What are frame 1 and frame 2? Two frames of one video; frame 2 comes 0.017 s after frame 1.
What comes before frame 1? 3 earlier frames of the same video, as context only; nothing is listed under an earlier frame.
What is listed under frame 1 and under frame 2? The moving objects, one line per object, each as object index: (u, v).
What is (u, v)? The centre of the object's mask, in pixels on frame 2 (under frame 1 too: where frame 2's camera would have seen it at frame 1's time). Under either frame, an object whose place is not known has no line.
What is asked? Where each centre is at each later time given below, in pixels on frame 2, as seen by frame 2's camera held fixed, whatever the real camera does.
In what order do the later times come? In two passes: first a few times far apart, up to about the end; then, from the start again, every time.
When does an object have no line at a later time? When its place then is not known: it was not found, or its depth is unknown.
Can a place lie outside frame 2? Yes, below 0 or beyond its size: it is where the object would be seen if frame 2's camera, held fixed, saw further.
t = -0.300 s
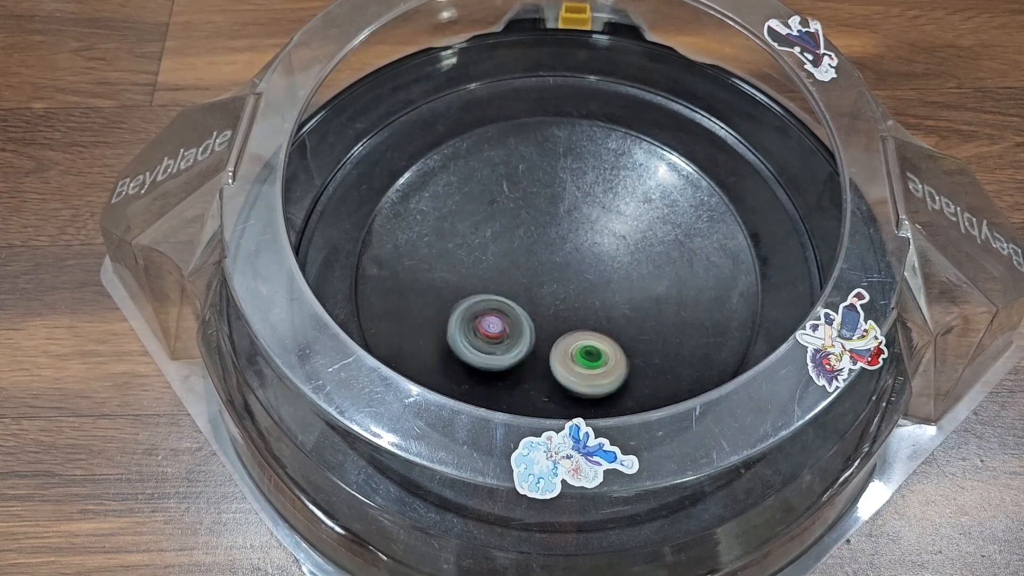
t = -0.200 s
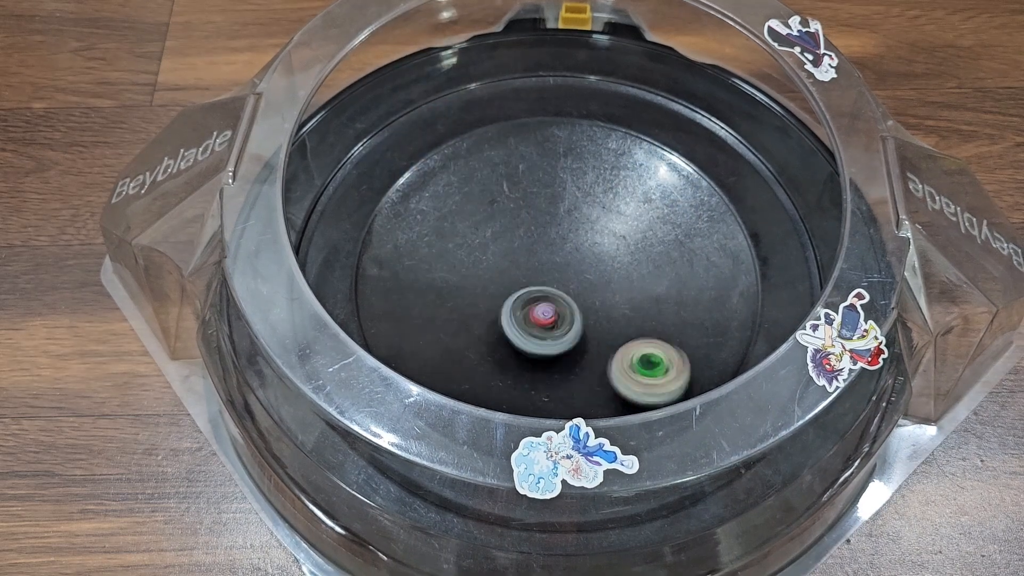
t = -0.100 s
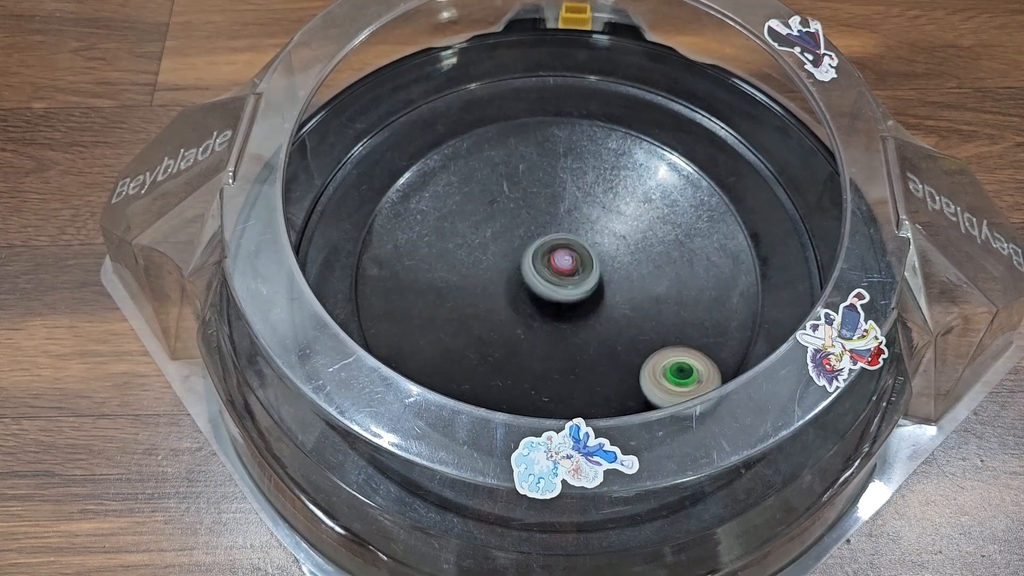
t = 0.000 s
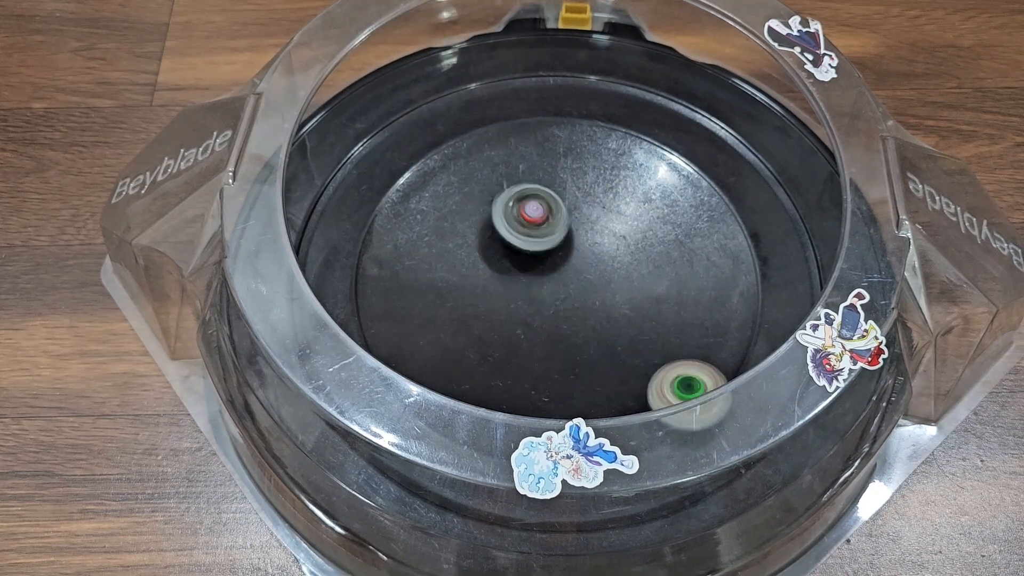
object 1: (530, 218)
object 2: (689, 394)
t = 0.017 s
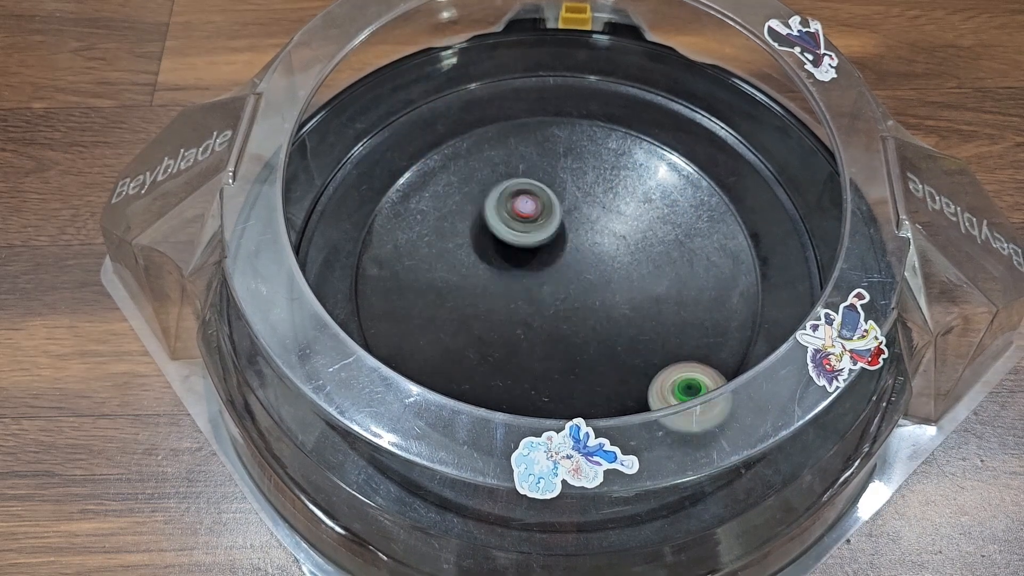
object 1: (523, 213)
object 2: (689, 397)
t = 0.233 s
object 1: (434, 242)
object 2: (627, 380)
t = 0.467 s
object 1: (542, 273)
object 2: (649, 308)
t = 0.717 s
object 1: (492, 210)
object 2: (664, 245)
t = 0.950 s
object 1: (576, 276)
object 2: (665, 221)
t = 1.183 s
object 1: (593, 265)
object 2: (692, 174)
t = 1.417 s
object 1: (564, 282)
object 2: (606, 218)
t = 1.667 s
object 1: (581, 301)
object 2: (511, 215)
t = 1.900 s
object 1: (552, 279)
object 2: (453, 180)
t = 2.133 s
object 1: (536, 303)
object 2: (482, 194)
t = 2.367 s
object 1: (601, 305)
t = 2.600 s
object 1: (640, 240)
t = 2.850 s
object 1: (706, 194)
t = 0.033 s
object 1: (514, 207)
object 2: (690, 400)
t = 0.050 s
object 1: (504, 204)
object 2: (690, 401)
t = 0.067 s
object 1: (494, 201)
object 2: (689, 410)
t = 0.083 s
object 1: (484, 198)
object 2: (683, 410)
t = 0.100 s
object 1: (474, 197)
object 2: (677, 412)
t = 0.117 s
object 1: (464, 197)
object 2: (669, 407)
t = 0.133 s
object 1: (455, 199)
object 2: (662, 409)
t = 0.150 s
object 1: (447, 203)
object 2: (656, 405)
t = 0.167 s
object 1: (441, 208)
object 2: (649, 400)
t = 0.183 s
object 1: (435, 215)
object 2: (641, 390)
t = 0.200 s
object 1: (432, 223)
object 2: (637, 387)
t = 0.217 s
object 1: (432, 232)
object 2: (632, 384)
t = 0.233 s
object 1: (434, 242)
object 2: (627, 380)
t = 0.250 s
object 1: (438, 251)
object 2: (623, 373)
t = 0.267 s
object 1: (444, 261)
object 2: (619, 367)
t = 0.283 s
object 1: (452, 270)
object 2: (615, 361)
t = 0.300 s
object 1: (463, 278)
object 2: (612, 354)
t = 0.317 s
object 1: (475, 285)
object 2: (608, 348)
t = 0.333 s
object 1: (488, 291)
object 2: (605, 341)
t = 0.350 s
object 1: (501, 297)
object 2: (602, 334)
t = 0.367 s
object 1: (514, 300)
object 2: (600, 327)
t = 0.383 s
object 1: (527, 300)
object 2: (601, 322)
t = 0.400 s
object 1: (528, 295)
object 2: (613, 320)
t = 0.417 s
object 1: (530, 291)
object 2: (626, 319)
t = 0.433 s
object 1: (533, 286)
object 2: (637, 316)
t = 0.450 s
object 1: (538, 280)
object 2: (644, 312)
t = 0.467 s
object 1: (542, 273)
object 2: (649, 308)
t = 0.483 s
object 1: (546, 266)
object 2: (652, 304)
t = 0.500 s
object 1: (547, 257)
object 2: (653, 299)
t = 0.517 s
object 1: (548, 250)
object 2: (652, 294)
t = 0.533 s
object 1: (548, 241)
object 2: (653, 289)
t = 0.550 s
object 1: (546, 234)
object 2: (653, 284)
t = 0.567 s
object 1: (543, 226)
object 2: (654, 279)
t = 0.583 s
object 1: (540, 220)
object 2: (655, 274)
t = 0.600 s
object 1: (534, 215)
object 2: (656, 270)
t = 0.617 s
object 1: (529, 210)
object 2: (658, 266)
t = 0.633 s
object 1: (522, 206)
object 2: (659, 262)
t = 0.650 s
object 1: (515, 204)
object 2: (660, 257)
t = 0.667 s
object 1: (507, 204)
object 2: (661, 254)
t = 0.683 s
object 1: (501, 204)
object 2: (662, 251)
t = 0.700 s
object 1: (496, 207)
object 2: (663, 247)
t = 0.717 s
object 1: (492, 210)
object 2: (664, 245)
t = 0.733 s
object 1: (489, 214)
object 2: (666, 242)
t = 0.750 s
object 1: (488, 220)
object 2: (667, 238)
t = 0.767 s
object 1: (488, 226)
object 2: (669, 236)
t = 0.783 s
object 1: (489, 234)
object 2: (670, 234)
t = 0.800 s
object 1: (492, 241)
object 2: (671, 231)
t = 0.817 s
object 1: (496, 250)
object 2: (672, 229)
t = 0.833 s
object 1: (504, 258)
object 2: (673, 227)
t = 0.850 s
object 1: (512, 265)
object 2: (673, 225)
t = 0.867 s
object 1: (522, 271)
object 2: (672, 223)
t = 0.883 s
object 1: (533, 275)
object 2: (672, 222)
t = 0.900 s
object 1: (544, 278)
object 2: (670, 221)
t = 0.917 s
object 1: (555, 278)
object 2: (668, 221)
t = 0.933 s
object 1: (566, 278)
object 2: (666, 220)
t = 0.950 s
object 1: (576, 276)
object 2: (665, 221)
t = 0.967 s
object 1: (586, 273)
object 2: (662, 221)
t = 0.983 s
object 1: (596, 268)
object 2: (659, 222)
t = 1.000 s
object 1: (600, 265)
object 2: (660, 221)
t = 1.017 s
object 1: (598, 268)
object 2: (671, 209)
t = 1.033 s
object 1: (596, 270)
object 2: (680, 200)
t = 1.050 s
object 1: (595, 271)
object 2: (687, 191)
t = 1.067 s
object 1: (593, 272)
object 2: (692, 183)
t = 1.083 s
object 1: (594, 272)
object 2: (695, 179)
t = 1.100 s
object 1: (593, 271)
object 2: (697, 174)
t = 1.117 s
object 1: (594, 270)
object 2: (698, 172)
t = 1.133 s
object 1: (594, 268)
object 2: (698, 171)
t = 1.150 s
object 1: (594, 267)
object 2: (697, 171)
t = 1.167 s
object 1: (594, 266)
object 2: (695, 172)
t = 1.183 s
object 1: (593, 265)
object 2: (692, 174)
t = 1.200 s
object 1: (592, 265)
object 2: (689, 176)
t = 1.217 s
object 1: (591, 264)
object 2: (685, 179)
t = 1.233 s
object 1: (589, 263)
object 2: (681, 182)
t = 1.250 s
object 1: (587, 263)
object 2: (676, 185)
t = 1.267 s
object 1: (585, 264)
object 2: (670, 190)
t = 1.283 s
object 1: (583, 264)
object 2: (663, 193)
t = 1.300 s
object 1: (580, 266)
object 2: (658, 197)
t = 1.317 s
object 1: (577, 267)
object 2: (649, 201)
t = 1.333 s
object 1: (574, 268)
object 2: (643, 204)
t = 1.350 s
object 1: (571, 270)
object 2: (636, 207)
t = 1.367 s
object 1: (569, 272)
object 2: (628, 210)
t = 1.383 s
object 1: (567, 275)
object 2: (622, 213)
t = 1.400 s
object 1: (565, 278)
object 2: (614, 215)
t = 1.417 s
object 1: (564, 282)
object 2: (606, 218)
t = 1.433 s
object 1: (563, 285)
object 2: (600, 220)
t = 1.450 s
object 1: (563, 289)
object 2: (592, 222)
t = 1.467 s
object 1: (564, 292)
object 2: (586, 223)
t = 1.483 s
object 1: (565, 295)
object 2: (579, 225)
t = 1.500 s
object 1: (566, 298)
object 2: (571, 226)
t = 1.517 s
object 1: (568, 300)
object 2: (565, 226)
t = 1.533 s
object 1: (570, 302)
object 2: (558, 226)
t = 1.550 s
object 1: (572, 303)
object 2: (551, 226)
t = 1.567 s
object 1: (573, 304)
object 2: (545, 225)
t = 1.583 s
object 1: (575, 304)
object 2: (539, 225)
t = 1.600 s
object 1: (577, 304)
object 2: (533, 223)
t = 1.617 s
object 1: (578, 303)
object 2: (527, 221)
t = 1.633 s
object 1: (579, 303)
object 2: (522, 219)
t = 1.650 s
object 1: (581, 302)
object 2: (517, 217)
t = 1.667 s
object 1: (581, 301)
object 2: (511, 215)
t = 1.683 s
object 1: (582, 299)
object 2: (507, 212)
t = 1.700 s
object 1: (582, 297)
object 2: (502, 210)
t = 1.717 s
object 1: (582, 296)
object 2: (497, 207)
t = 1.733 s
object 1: (581, 294)
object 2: (493, 205)
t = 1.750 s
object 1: (580, 292)
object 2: (488, 202)
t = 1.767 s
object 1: (578, 290)
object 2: (483, 200)
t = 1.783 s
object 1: (576, 288)
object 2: (479, 198)
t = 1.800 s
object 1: (573, 286)
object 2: (475, 195)
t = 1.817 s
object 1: (571, 284)
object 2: (471, 193)
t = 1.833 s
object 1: (567, 282)
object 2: (467, 190)
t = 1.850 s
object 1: (564, 281)
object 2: (463, 188)
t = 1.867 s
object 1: (560, 280)
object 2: (459, 185)
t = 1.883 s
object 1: (557, 279)
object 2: (456, 183)
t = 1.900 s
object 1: (552, 279)
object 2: (453, 180)
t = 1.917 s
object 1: (549, 279)
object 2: (450, 177)
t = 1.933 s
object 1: (545, 281)
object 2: (449, 174)
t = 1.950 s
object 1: (542, 281)
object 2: (448, 172)
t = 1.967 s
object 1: (539, 283)
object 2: (448, 169)
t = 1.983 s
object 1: (536, 284)
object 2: (448, 167)
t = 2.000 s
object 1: (533, 286)
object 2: (451, 166)
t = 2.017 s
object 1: (531, 288)
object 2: (454, 166)
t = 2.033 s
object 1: (530, 291)
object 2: (458, 167)
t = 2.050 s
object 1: (529, 293)
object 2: (462, 169)
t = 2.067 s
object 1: (529, 296)
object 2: (467, 173)
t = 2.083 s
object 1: (530, 298)
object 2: (471, 177)
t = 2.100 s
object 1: (532, 300)
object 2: (475, 183)
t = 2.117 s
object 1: (534, 301)
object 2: (478, 188)
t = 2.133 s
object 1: (536, 303)
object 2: (482, 194)
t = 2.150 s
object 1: (539, 303)
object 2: (485, 201)
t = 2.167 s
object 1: (541, 304)
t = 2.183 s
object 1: (544, 304)
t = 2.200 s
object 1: (547, 303)
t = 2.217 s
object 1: (550, 302)
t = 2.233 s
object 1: (553, 300)
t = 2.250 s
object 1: (556, 298)
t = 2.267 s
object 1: (558, 295)
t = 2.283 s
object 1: (563, 295)
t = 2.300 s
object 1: (572, 301)
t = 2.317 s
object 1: (580, 304)
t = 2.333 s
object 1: (587, 306)
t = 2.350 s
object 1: (594, 306)
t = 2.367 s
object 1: (601, 305)
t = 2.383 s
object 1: (606, 302)
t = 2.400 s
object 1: (612, 297)
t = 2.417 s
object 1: (615, 291)
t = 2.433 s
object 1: (619, 285)
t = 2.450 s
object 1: (619, 278)
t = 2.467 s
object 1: (618, 271)
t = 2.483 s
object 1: (615, 263)
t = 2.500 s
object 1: (610, 257)
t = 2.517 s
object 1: (604, 251)
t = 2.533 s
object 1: (596, 246)
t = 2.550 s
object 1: (590, 243)
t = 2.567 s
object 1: (606, 242)
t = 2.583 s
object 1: (625, 241)
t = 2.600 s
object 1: (640, 240)
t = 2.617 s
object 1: (652, 238)
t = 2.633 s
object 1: (663, 235)
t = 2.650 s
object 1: (671, 233)
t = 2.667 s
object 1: (679, 230)
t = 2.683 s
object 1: (684, 226)
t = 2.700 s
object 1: (690, 222)
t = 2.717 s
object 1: (695, 218)
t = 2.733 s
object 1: (699, 214)
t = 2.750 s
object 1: (703, 210)
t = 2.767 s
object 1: (706, 206)
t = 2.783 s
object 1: (708, 202)
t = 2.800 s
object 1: (709, 199)
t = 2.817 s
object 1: (709, 197)
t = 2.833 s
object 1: (708, 195)
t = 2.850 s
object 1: (706, 194)
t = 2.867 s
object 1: (703, 194)
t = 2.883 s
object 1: (700, 194)
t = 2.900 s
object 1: (696, 194)
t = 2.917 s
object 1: (690, 196)
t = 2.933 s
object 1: (686, 197)
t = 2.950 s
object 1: (679, 200)
